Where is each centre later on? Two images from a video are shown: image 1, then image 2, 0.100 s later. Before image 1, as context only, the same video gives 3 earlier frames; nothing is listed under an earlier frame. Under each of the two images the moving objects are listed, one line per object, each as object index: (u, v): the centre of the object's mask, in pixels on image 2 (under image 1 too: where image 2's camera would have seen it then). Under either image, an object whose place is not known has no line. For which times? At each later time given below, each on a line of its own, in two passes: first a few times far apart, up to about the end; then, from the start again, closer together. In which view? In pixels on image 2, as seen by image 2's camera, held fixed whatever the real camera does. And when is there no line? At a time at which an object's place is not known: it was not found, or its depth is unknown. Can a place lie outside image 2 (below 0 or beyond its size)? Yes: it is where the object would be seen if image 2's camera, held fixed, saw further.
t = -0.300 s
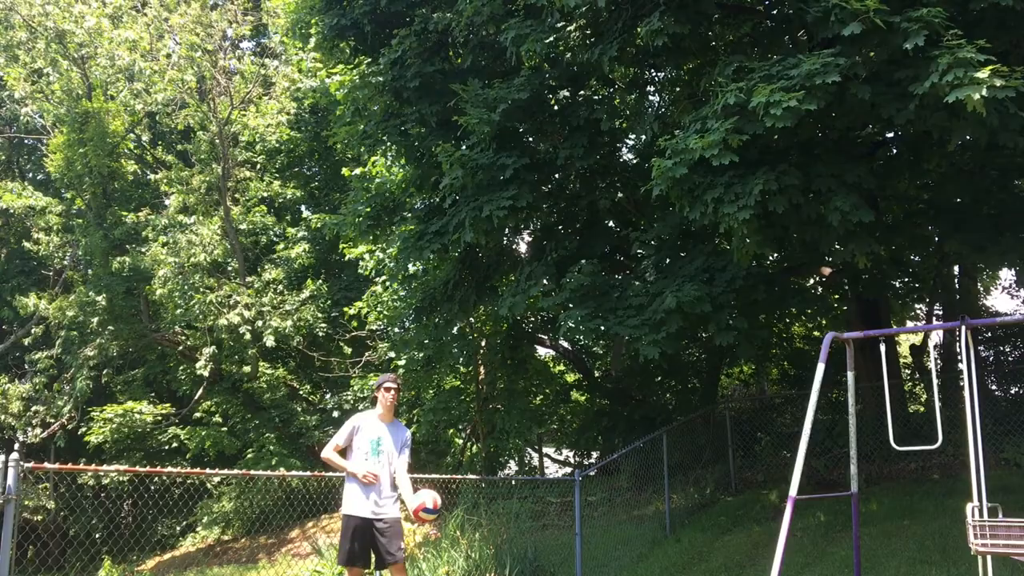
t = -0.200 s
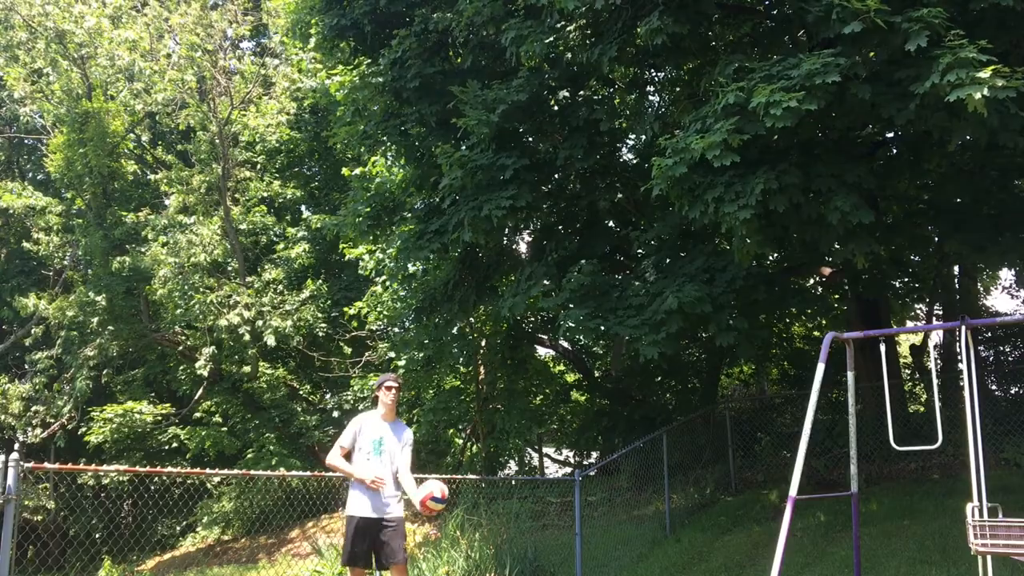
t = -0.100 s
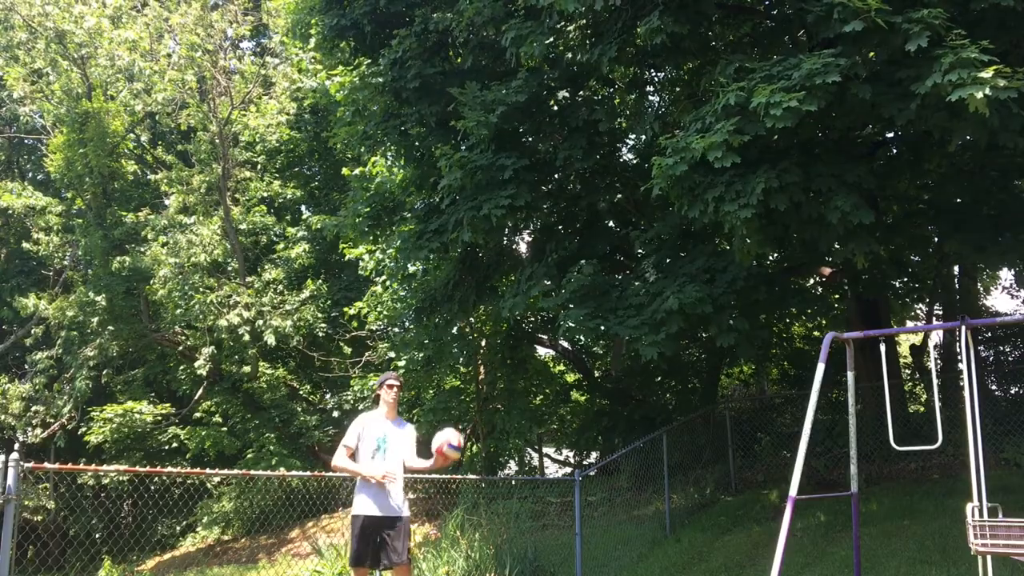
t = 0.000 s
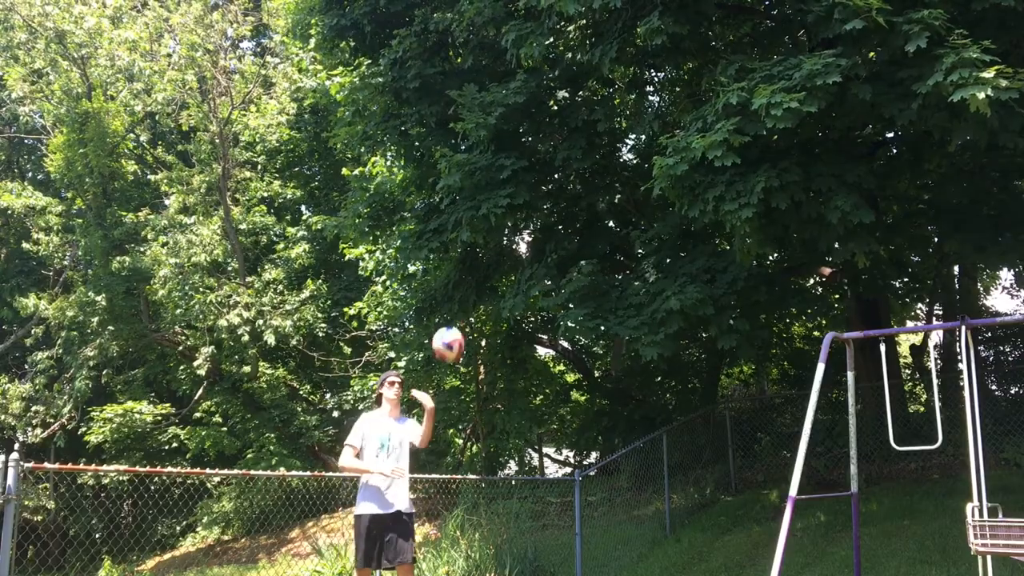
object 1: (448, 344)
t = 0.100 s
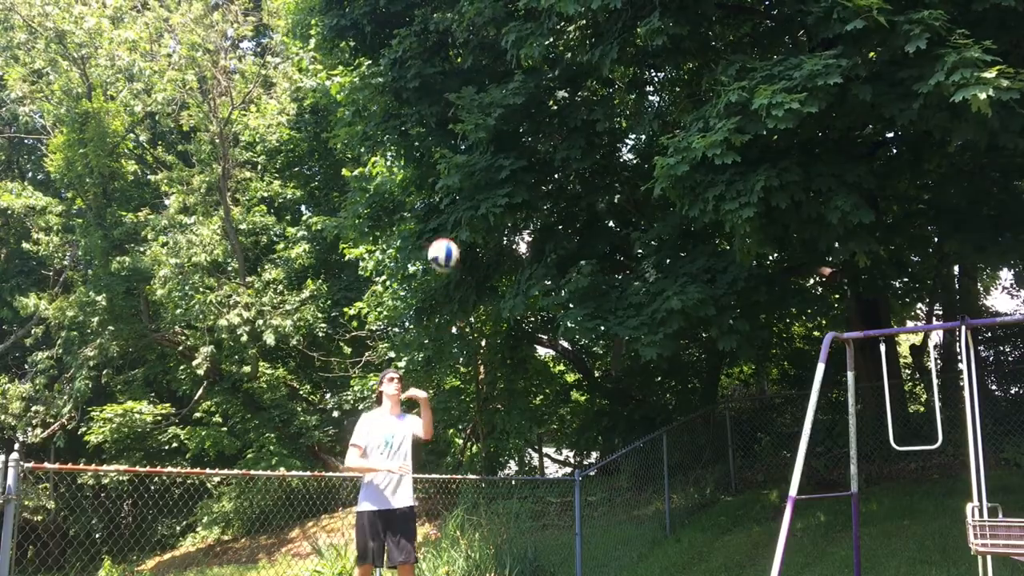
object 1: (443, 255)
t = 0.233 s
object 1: (438, 161)
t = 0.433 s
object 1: (431, 67)
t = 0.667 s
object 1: (426, 21)
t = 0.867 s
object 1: (421, 37)
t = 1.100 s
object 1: (414, 123)
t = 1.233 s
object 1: (409, 207)
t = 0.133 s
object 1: (442, 228)
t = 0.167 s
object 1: (440, 204)
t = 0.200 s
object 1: (440, 182)
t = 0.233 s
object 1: (438, 161)
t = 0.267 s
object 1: (437, 141)
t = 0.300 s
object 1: (436, 123)
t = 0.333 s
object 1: (435, 108)
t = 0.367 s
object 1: (433, 92)
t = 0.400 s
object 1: (432, 79)
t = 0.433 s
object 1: (431, 67)
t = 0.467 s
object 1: (431, 56)
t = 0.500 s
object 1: (430, 47)
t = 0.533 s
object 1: (429, 39)
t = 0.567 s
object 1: (429, 32)
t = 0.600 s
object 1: (428, 28)
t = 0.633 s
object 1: (427, 24)
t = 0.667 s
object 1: (426, 21)
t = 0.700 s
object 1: (425, 21)
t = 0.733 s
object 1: (425, 21)
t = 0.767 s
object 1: (424, 23)
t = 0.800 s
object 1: (423, 26)
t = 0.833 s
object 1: (422, 31)
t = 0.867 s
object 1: (421, 37)
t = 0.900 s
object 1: (420, 45)
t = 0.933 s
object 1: (419, 54)
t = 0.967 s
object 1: (418, 65)
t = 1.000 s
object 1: (417, 77)
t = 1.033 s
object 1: (416, 90)
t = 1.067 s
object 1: (415, 106)
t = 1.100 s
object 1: (414, 123)
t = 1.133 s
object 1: (413, 142)
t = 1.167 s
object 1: (412, 162)
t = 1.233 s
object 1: (409, 207)
